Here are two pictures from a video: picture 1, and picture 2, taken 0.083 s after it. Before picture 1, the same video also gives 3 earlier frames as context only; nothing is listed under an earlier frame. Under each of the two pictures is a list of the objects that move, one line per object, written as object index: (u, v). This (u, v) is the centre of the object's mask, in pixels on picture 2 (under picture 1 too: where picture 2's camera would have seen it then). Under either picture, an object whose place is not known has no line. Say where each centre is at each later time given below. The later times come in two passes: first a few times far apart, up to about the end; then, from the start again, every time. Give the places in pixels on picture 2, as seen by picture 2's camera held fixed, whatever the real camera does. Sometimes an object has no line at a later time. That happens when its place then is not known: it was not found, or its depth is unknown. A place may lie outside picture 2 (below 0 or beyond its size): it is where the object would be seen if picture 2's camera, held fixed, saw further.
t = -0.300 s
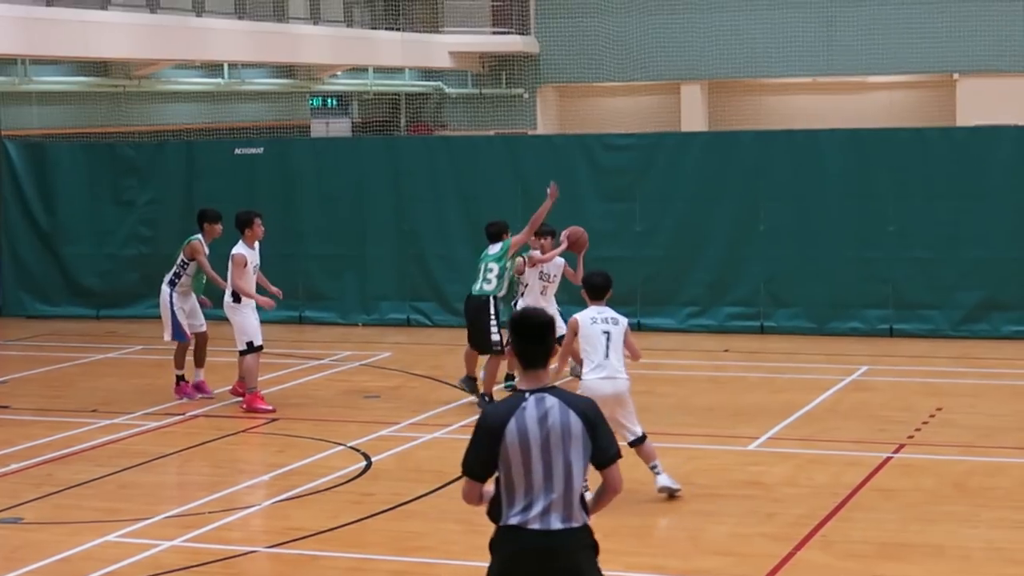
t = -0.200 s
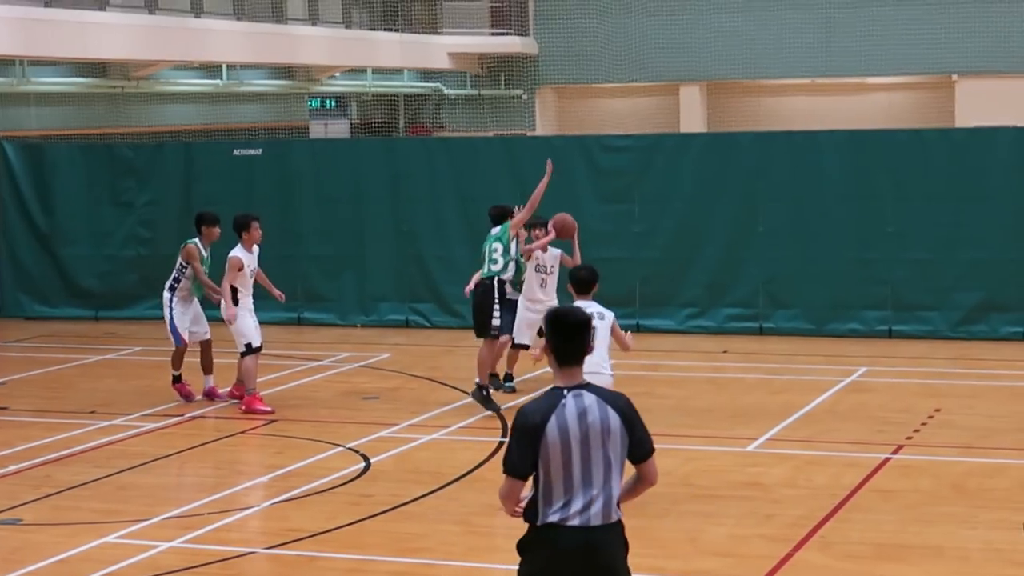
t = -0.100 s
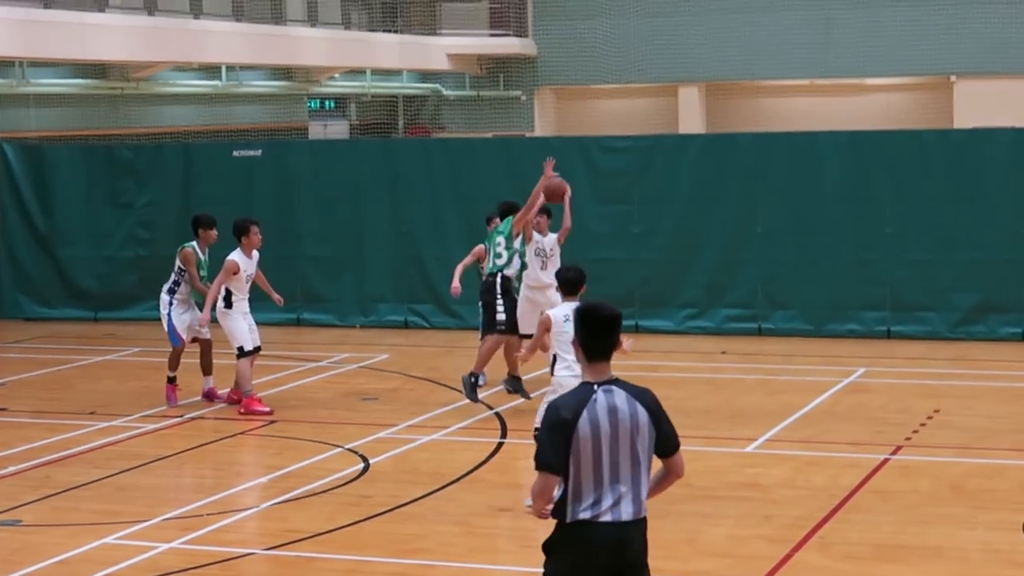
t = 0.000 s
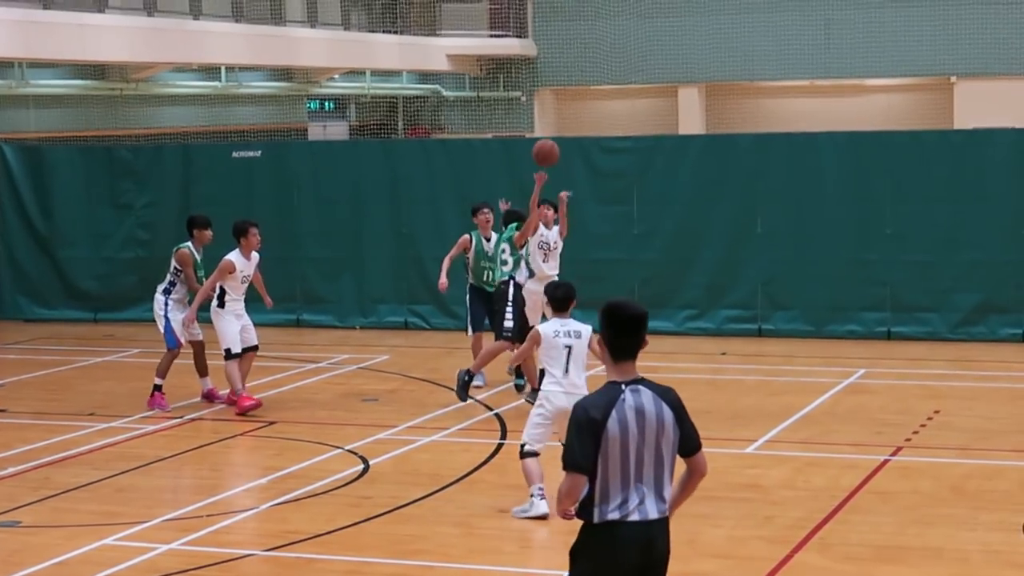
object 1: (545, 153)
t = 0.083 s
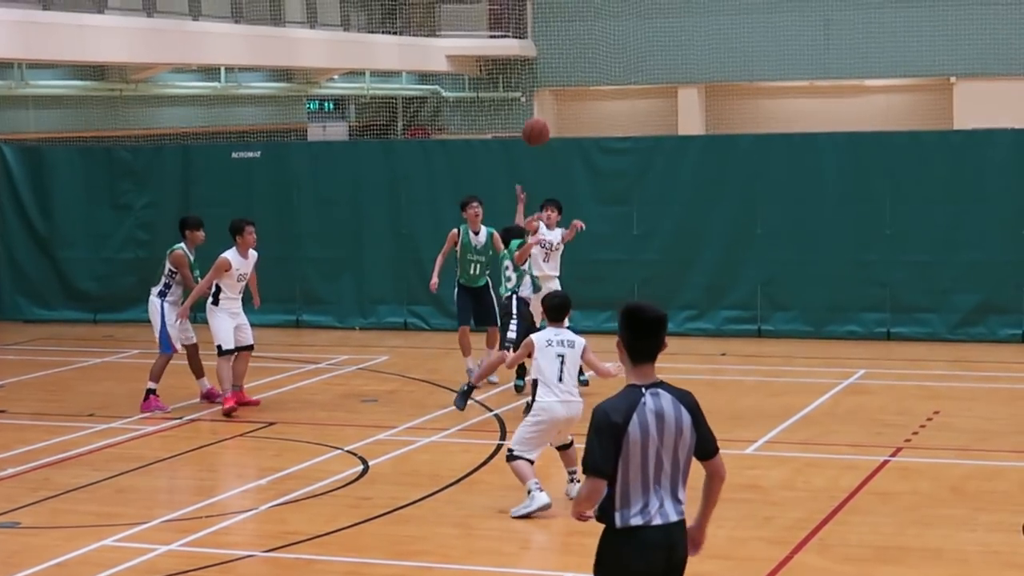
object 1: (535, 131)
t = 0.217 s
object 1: (519, 112)
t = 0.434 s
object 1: (489, 127)
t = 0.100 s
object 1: (533, 128)
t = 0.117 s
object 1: (531, 125)
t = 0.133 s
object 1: (529, 122)
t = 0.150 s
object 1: (527, 120)
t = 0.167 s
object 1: (525, 117)
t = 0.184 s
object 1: (523, 115)
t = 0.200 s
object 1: (520, 113)
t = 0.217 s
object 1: (519, 112)
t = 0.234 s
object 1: (517, 111)
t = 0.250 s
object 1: (514, 110)
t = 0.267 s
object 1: (513, 110)
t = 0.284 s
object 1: (510, 110)
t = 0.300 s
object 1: (508, 111)
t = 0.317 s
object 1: (506, 111)
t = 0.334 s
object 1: (503, 112)
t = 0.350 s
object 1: (501, 114)
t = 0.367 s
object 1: (498, 116)
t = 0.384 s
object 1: (496, 118)
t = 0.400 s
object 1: (494, 121)
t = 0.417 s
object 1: (491, 124)
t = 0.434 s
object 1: (489, 127)
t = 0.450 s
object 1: (486, 131)
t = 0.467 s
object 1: (484, 135)
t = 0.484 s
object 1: (481, 140)
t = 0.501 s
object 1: (480, 145)
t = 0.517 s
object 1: (477, 150)
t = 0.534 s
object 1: (474, 157)
